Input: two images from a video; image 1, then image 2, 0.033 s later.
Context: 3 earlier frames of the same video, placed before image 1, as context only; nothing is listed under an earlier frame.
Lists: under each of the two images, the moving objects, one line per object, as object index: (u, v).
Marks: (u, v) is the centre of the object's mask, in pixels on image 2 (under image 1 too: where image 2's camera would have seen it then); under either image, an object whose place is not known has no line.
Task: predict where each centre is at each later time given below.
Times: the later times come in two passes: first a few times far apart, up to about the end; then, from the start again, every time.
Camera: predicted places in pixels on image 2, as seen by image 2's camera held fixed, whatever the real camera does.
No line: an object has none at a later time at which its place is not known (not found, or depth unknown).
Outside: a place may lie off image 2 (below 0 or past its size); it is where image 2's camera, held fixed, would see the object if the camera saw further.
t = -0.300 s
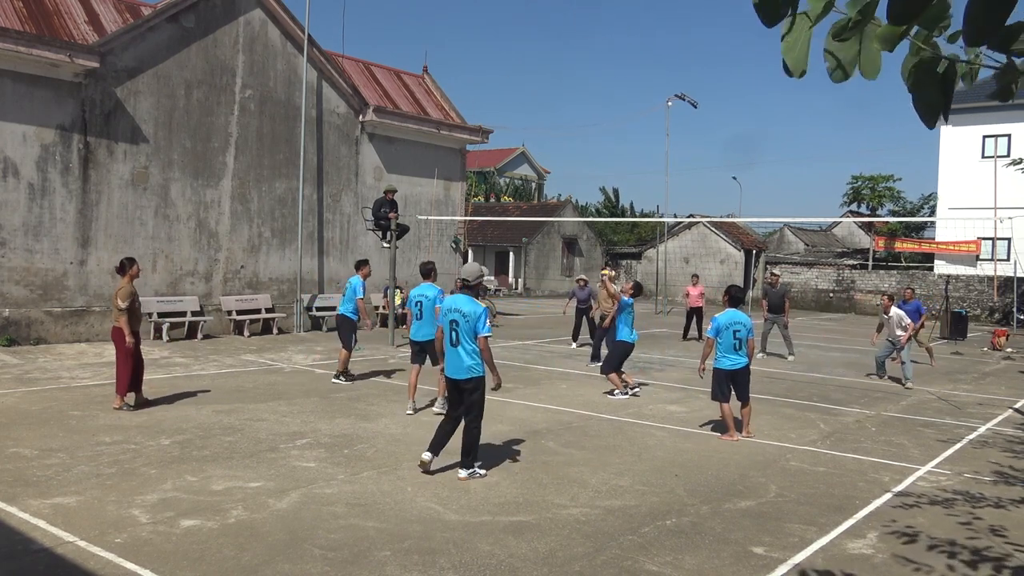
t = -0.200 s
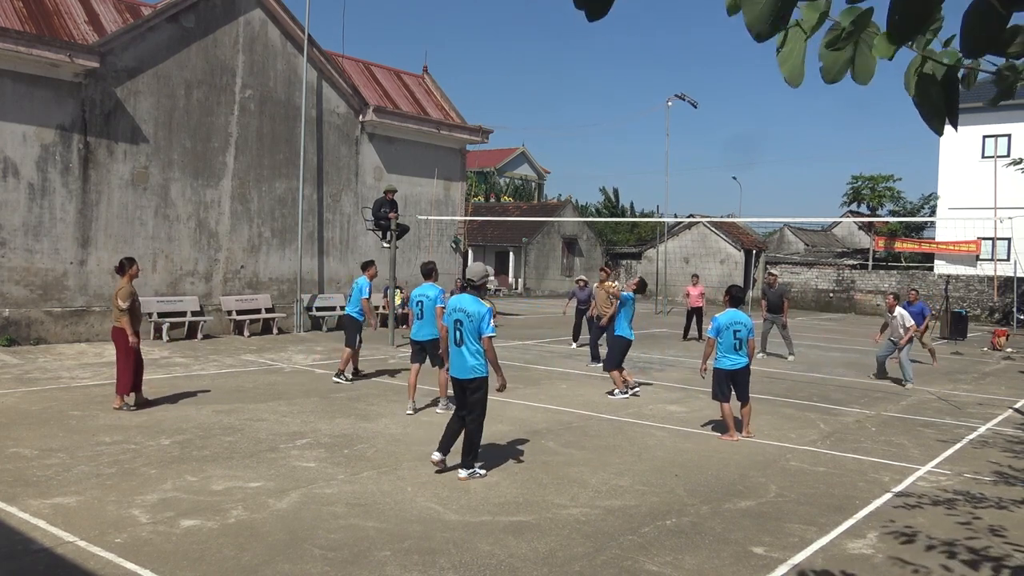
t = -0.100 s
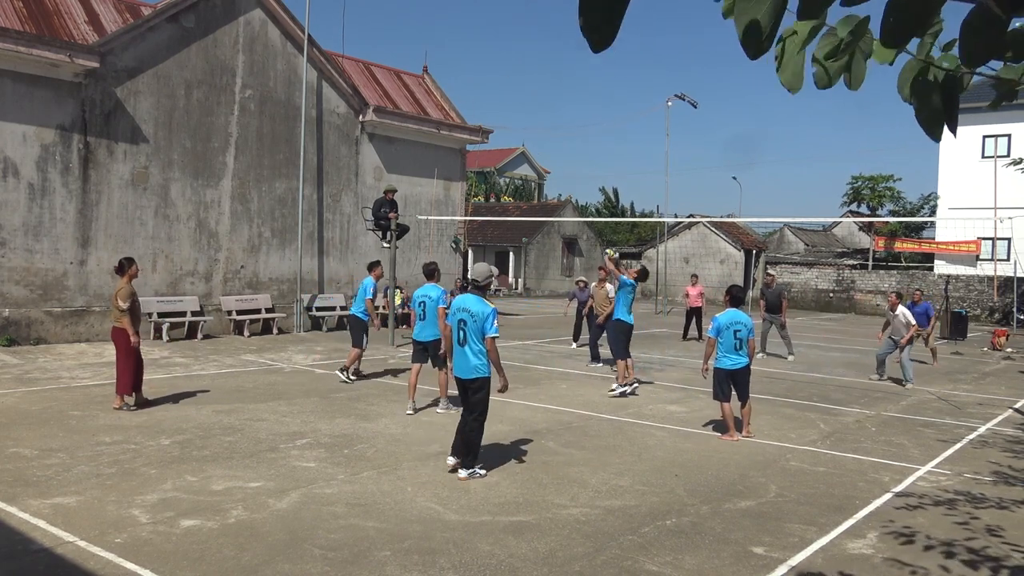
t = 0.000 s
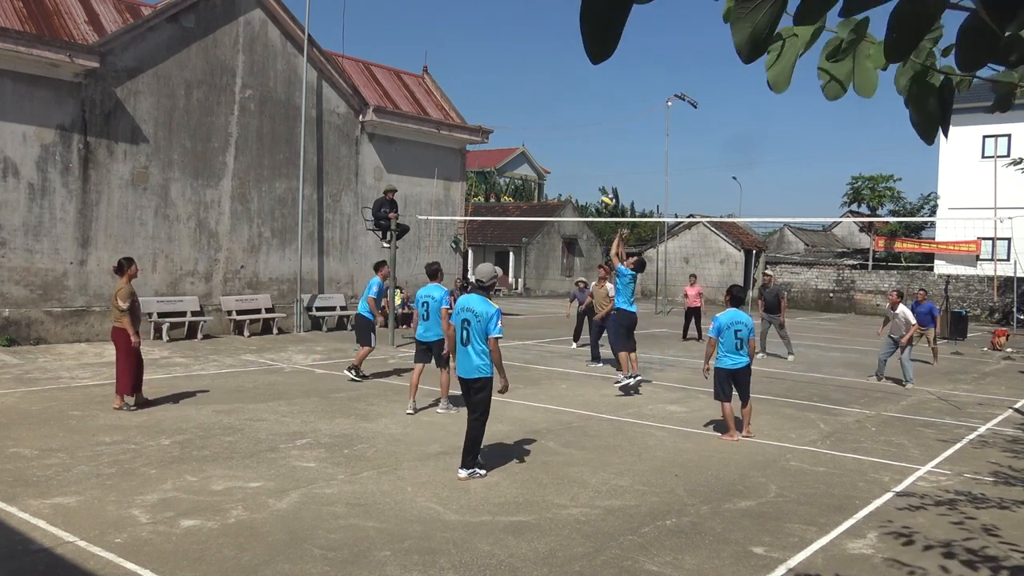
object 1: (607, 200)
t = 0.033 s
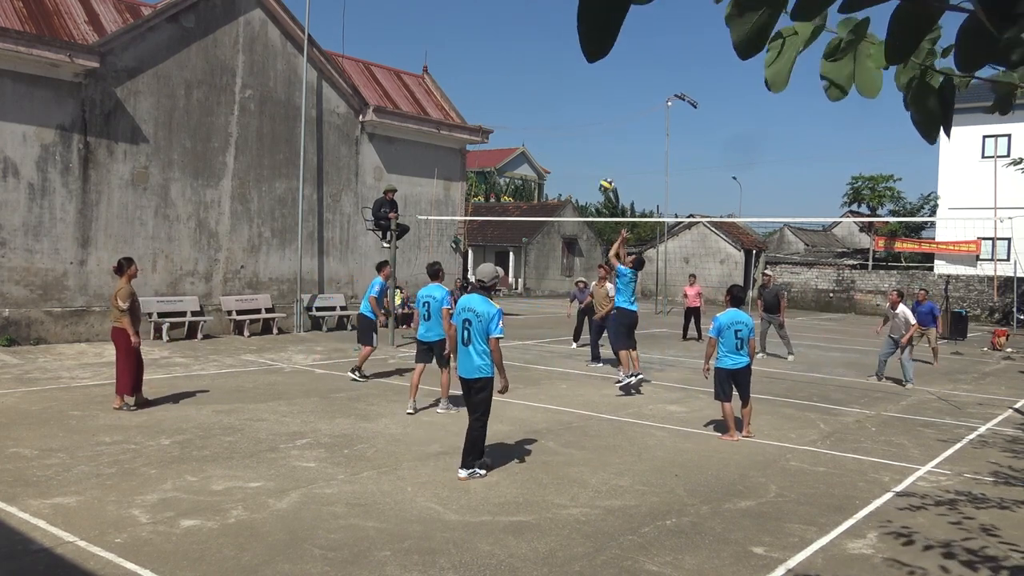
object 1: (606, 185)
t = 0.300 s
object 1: (597, 87)
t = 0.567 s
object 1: (588, 42)
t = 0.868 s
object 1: (575, 50)
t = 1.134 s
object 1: (562, 106)
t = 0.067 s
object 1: (605, 170)
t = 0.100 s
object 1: (604, 155)
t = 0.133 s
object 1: (603, 142)
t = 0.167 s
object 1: (602, 129)
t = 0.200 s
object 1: (600, 117)
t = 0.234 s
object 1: (599, 106)
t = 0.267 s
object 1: (599, 96)
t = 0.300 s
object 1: (597, 87)
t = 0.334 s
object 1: (596, 78)
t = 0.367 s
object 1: (595, 71)
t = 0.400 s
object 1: (594, 64)
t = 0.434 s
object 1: (593, 58)
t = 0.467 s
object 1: (592, 52)
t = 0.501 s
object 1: (590, 48)
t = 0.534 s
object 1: (589, 45)
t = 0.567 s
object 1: (588, 42)
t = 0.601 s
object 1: (587, 40)
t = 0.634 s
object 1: (585, 38)
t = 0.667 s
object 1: (584, 38)
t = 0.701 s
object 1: (582, 38)
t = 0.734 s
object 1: (581, 39)
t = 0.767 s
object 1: (580, 41)
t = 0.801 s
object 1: (578, 43)
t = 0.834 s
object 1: (577, 46)
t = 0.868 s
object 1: (575, 50)
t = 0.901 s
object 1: (574, 55)
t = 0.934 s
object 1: (572, 60)
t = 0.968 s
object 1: (570, 66)
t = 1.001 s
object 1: (569, 72)
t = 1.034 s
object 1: (567, 80)
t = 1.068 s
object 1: (565, 88)
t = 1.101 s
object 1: (564, 97)
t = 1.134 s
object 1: (562, 106)
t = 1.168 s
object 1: (560, 116)
